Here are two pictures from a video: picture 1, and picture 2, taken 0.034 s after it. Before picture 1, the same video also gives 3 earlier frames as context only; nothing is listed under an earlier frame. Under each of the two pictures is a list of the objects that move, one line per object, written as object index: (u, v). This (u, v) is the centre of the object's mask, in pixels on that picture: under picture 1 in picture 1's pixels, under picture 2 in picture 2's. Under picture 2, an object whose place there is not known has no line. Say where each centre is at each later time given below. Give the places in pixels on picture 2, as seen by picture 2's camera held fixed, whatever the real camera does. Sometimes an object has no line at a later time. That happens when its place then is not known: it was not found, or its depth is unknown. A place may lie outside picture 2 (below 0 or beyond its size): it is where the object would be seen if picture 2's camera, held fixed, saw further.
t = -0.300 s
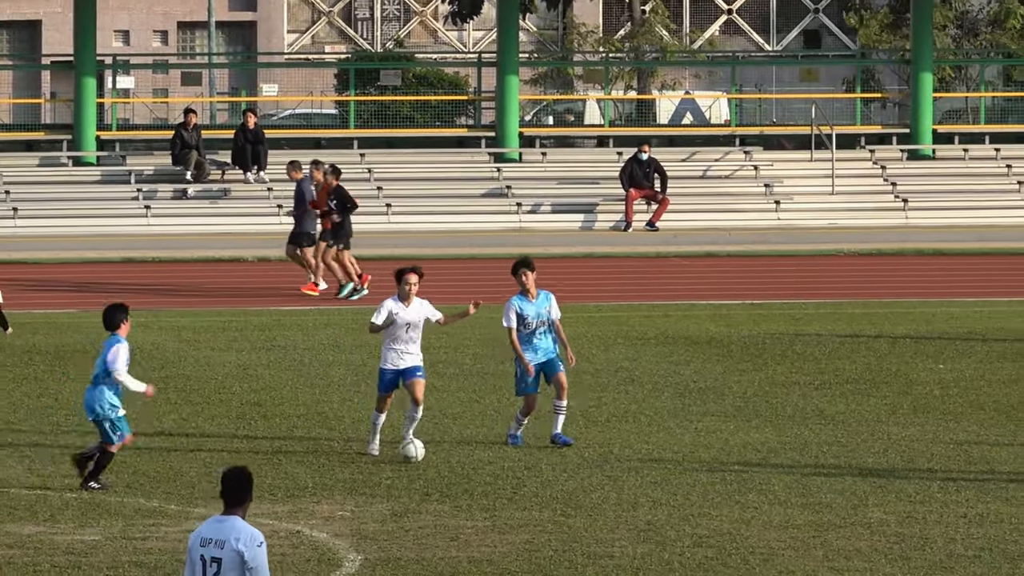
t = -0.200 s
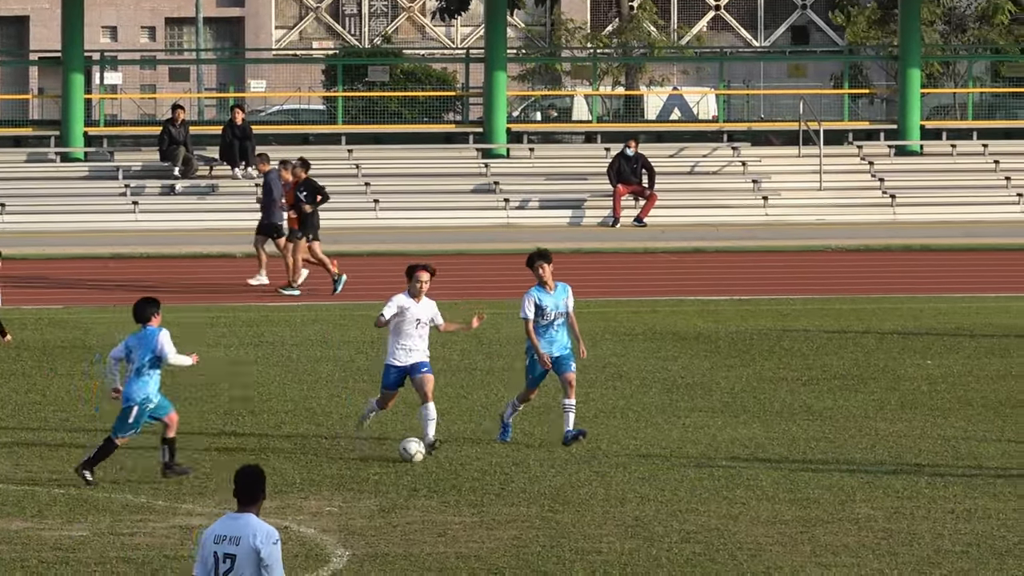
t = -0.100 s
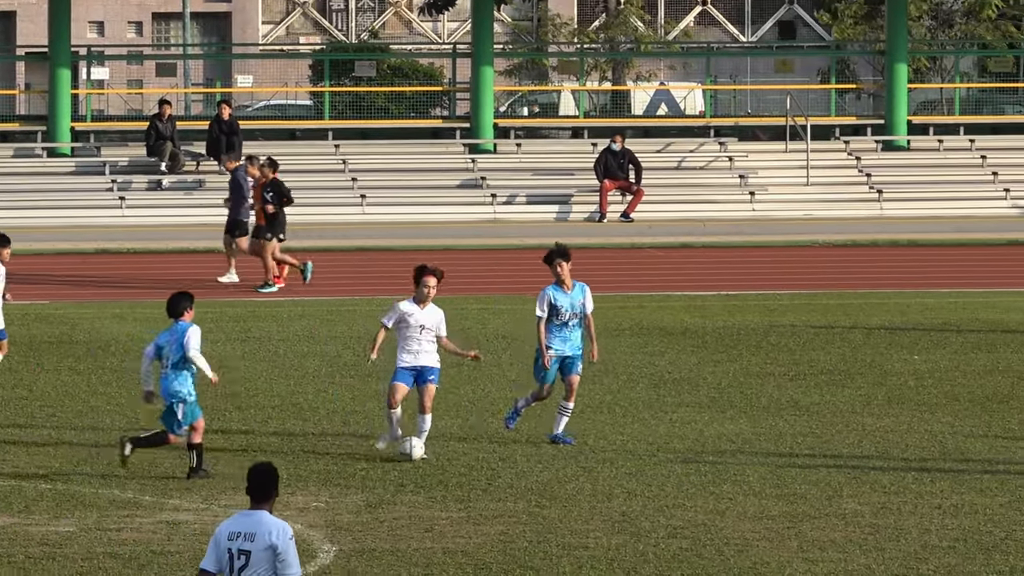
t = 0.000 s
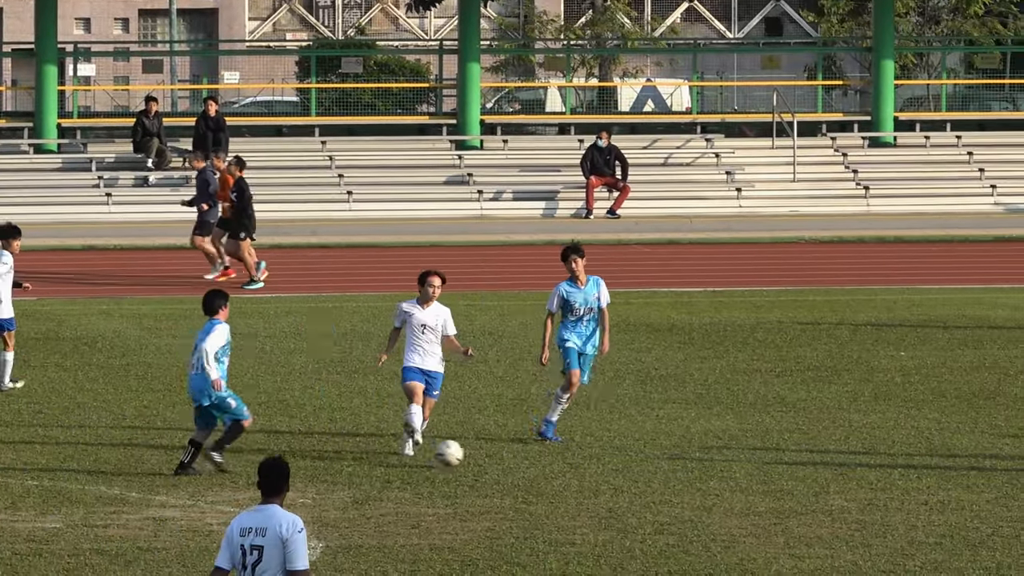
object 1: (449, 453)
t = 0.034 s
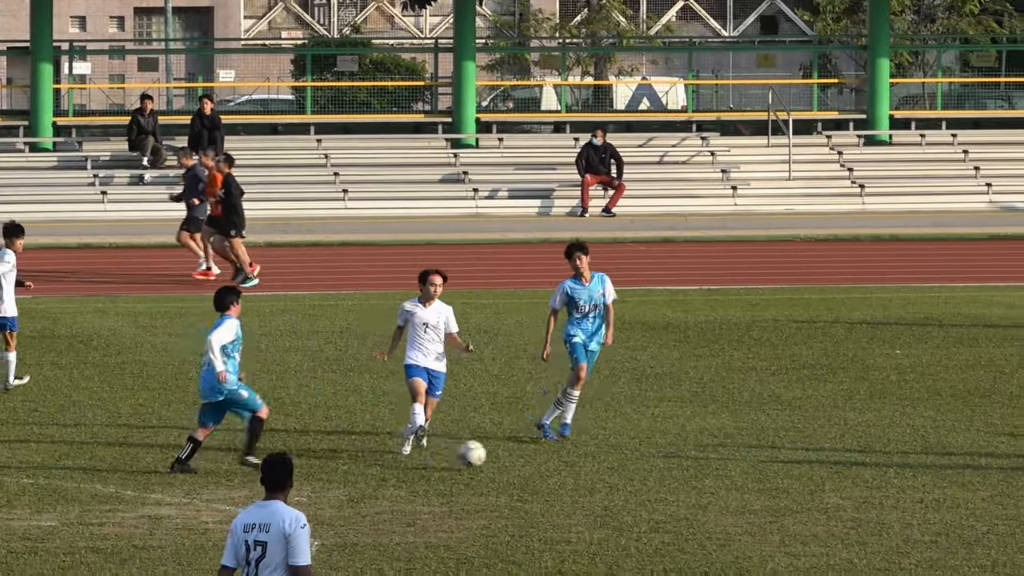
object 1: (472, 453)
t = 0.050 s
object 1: (485, 455)
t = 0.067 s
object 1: (500, 457)
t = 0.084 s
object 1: (514, 460)
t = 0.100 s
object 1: (528, 463)
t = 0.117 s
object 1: (542, 467)
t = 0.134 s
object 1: (556, 472)
